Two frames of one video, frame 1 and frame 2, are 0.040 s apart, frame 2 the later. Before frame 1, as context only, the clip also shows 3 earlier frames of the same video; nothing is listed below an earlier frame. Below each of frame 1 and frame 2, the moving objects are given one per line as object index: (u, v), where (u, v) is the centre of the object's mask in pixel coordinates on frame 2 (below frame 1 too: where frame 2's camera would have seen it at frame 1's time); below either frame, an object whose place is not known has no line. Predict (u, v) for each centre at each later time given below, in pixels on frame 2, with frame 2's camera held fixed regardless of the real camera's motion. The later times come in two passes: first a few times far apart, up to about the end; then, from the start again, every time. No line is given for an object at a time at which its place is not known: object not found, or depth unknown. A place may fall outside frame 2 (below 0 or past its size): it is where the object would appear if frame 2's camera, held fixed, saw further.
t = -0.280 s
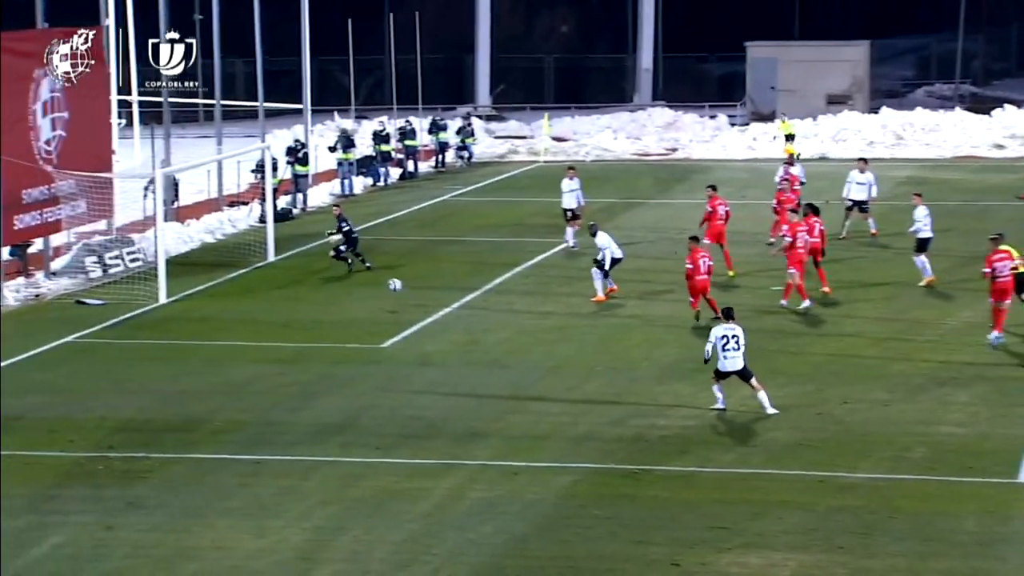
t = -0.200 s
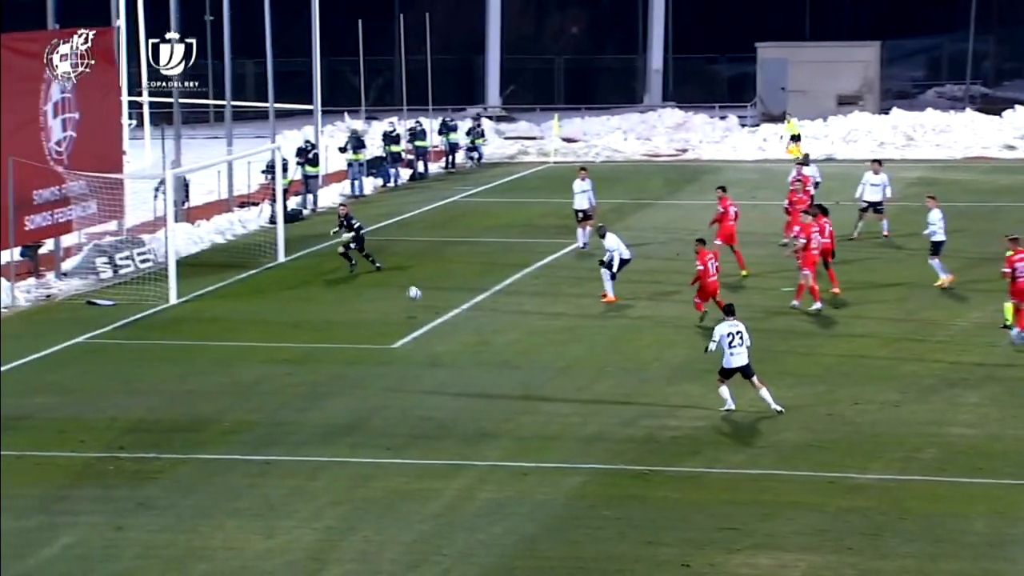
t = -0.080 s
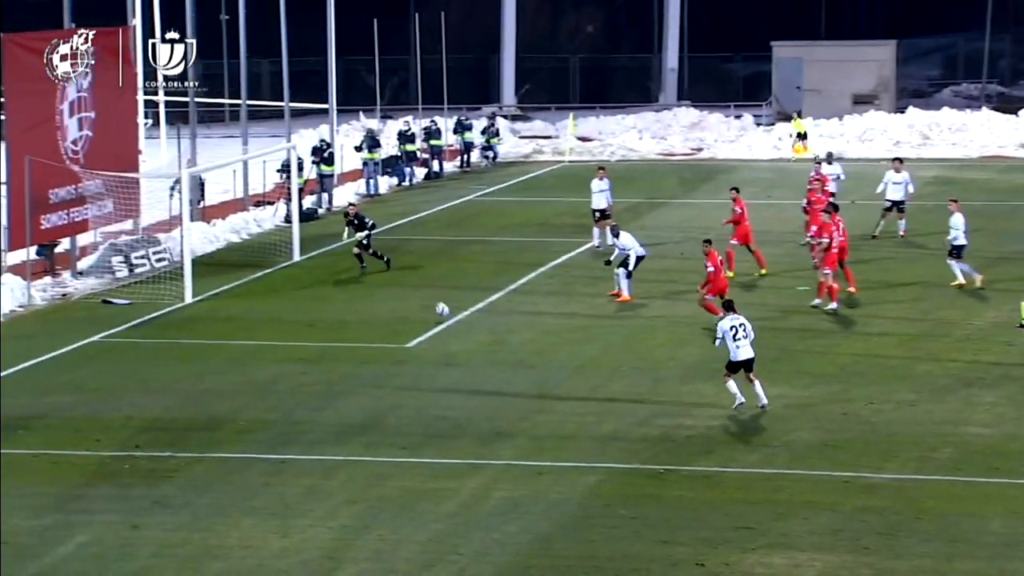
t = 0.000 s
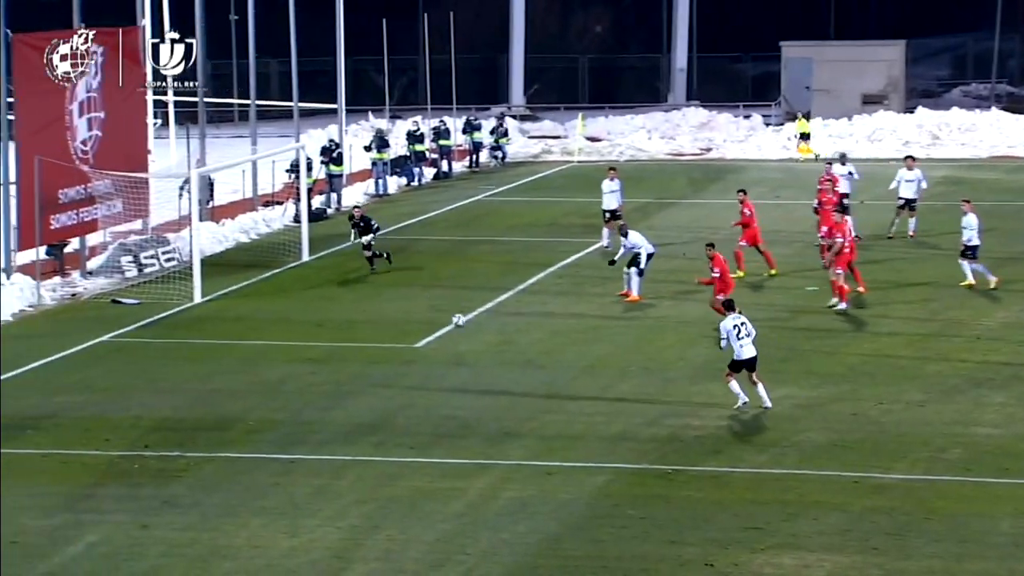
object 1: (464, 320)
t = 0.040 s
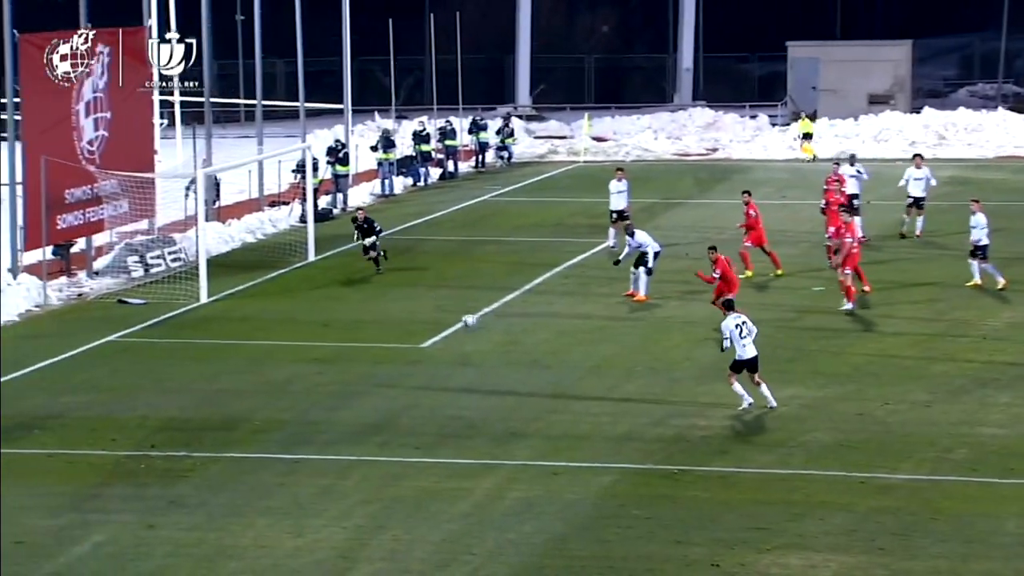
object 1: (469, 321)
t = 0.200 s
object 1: (484, 329)
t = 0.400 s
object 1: (500, 344)
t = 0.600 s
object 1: (513, 361)
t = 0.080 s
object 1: (474, 322)
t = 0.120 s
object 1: (476, 323)
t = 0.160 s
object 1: (480, 326)
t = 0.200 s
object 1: (484, 329)
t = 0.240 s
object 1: (488, 334)
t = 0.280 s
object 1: (491, 340)
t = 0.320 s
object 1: (493, 342)
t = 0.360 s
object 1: (496, 343)
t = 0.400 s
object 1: (500, 344)
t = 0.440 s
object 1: (503, 346)
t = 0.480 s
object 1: (505, 348)
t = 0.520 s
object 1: (508, 352)
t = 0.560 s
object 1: (511, 357)
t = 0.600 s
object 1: (513, 361)
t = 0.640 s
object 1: (515, 362)
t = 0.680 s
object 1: (518, 362)
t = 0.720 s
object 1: (520, 364)
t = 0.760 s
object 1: (523, 367)
